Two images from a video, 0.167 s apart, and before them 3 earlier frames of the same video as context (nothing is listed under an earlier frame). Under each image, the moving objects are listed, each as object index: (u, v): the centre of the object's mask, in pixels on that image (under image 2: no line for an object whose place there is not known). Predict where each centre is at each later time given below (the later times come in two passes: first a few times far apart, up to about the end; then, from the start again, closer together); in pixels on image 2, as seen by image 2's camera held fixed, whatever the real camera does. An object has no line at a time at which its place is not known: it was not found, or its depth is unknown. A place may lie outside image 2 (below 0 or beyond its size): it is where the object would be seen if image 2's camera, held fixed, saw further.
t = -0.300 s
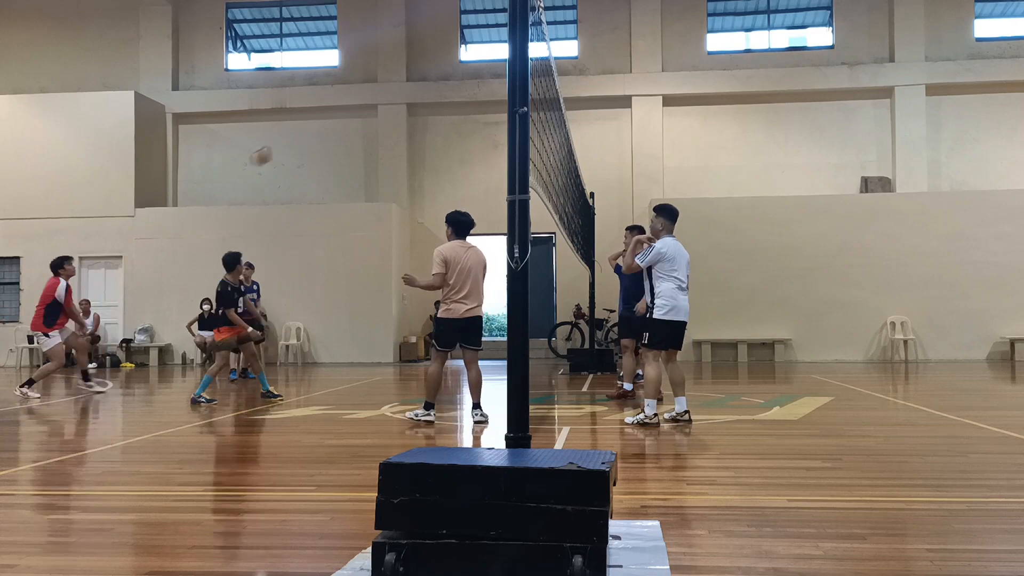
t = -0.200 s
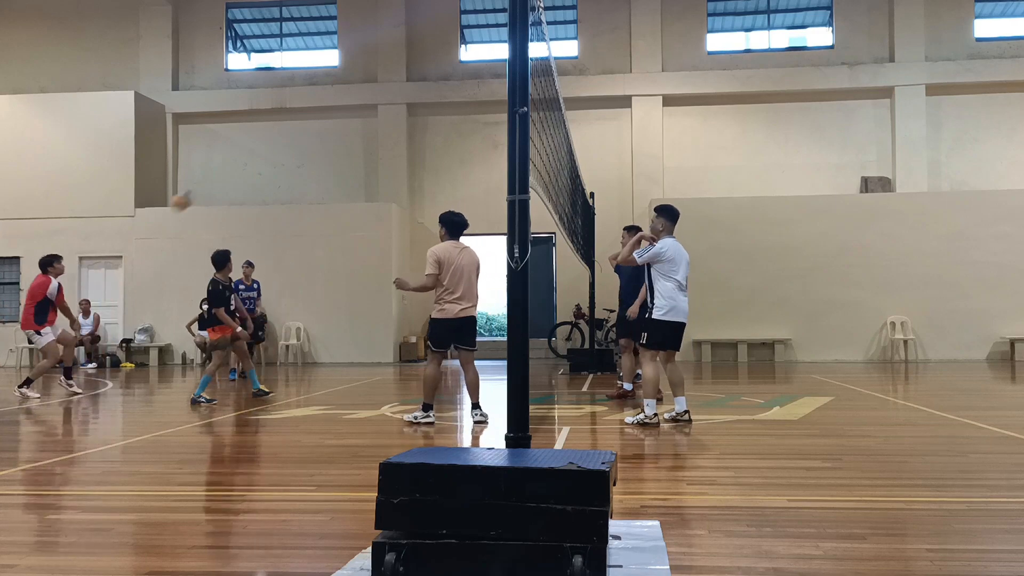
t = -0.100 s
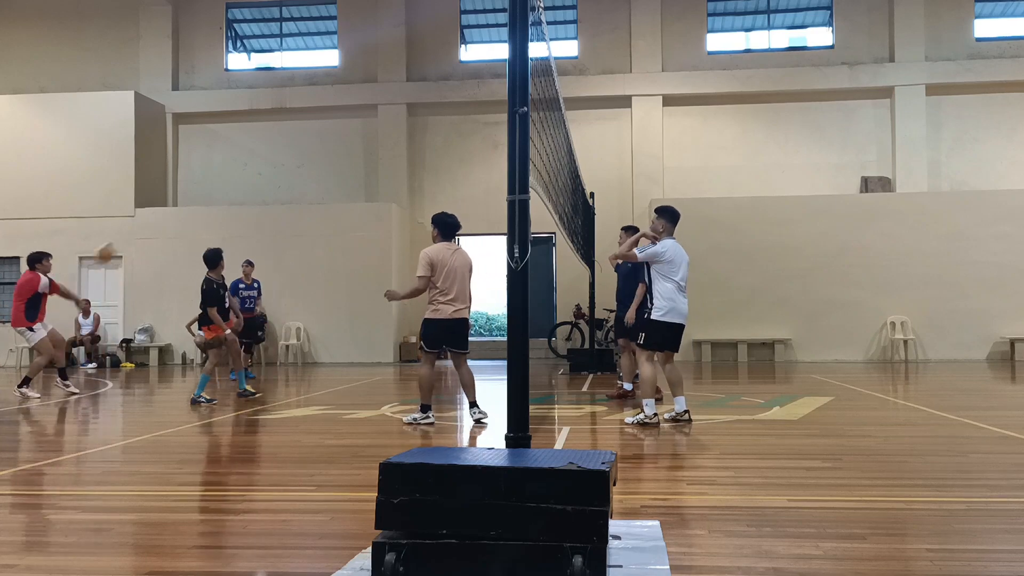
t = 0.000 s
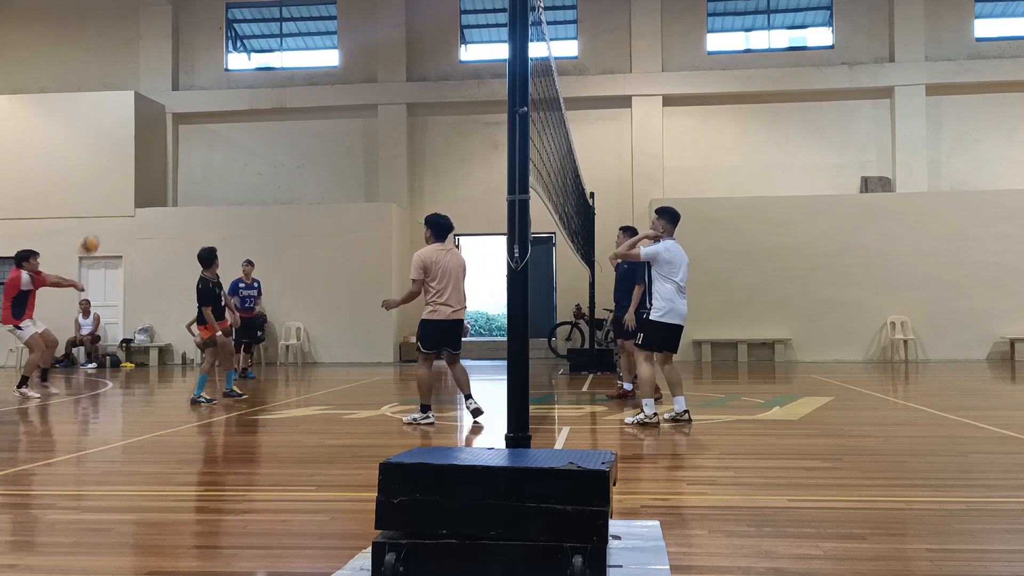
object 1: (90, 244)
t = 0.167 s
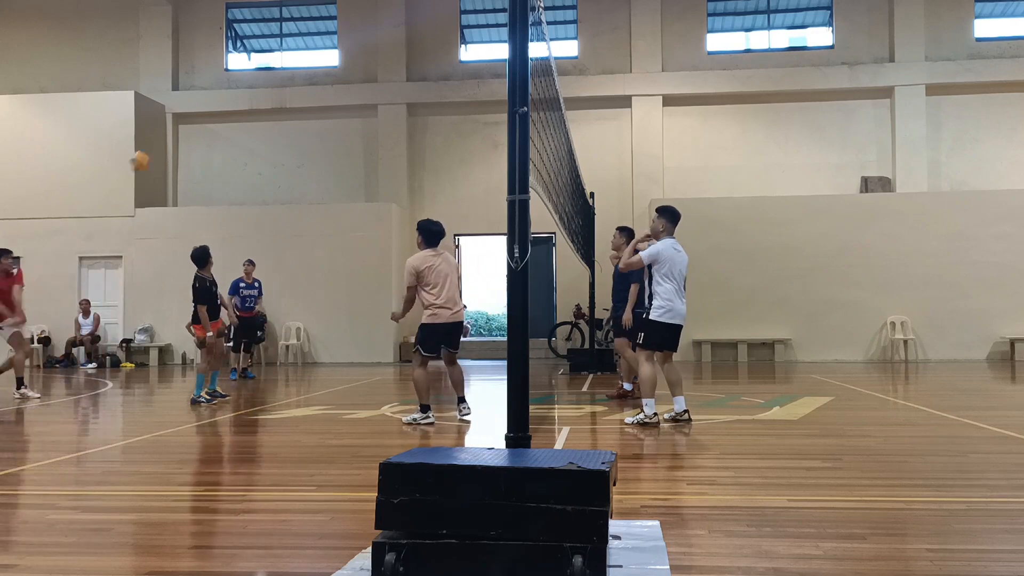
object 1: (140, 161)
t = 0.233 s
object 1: (160, 135)
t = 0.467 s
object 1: (233, 70)
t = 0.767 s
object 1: (334, 54)
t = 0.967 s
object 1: (401, 91)
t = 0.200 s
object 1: (149, 147)
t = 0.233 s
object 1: (160, 135)
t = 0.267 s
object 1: (171, 122)
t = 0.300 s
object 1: (180, 111)
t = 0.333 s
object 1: (192, 101)
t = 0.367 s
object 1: (202, 91)
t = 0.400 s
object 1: (213, 83)
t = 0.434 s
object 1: (223, 76)
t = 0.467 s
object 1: (233, 70)
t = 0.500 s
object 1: (245, 63)
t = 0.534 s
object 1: (256, 58)
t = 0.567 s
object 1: (267, 54)
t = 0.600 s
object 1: (278, 51)
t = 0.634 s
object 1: (288, 50)
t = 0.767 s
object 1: (334, 54)
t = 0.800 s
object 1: (345, 57)
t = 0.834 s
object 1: (354, 62)
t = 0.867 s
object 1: (366, 67)
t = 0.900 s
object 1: (378, 74)
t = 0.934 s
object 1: (390, 81)
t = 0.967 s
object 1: (401, 91)
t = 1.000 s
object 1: (413, 100)
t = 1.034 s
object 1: (424, 112)
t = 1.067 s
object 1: (436, 124)
